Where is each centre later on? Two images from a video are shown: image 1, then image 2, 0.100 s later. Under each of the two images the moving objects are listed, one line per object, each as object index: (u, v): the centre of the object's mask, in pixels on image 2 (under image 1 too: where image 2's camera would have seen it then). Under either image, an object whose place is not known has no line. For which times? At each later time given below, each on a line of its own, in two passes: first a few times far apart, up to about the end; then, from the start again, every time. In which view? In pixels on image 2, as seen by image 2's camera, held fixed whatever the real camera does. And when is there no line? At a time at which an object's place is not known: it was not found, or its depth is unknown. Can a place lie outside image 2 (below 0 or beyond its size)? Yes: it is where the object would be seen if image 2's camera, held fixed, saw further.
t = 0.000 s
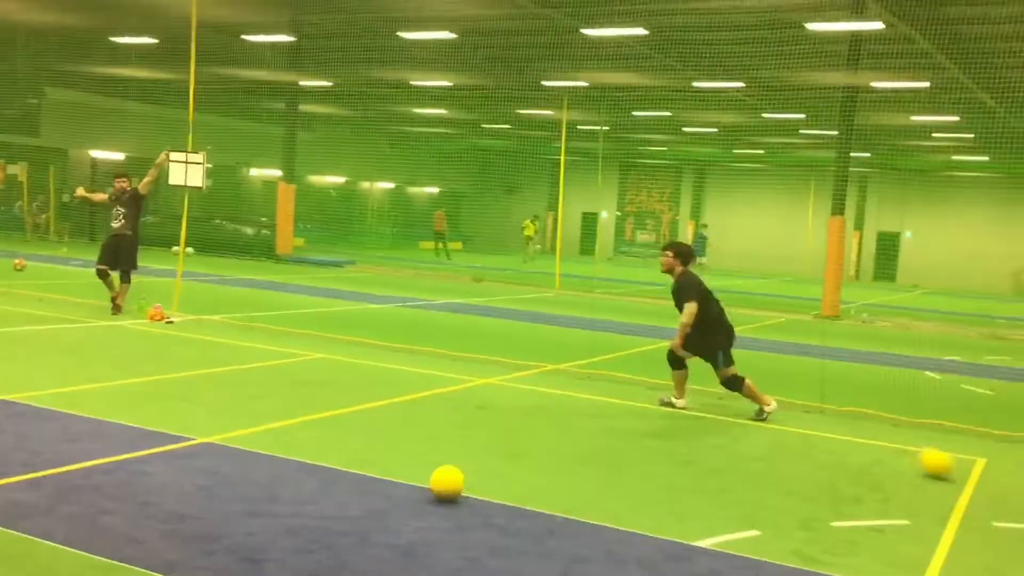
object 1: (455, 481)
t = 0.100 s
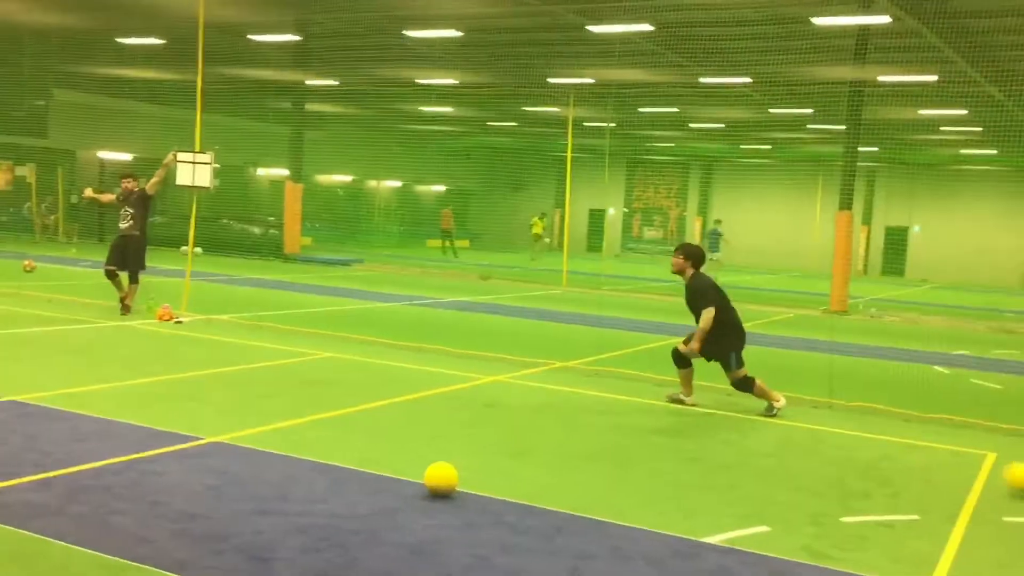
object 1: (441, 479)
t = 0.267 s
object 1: (417, 477)
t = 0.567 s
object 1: (374, 470)
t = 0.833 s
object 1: (340, 466)
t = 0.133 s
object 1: (436, 479)
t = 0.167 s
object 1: (431, 478)
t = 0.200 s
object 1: (427, 478)
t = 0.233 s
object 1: (421, 477)
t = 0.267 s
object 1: (417, 477)
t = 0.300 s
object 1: (412, 476)
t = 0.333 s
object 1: (407, 475)
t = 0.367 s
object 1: (403, 474)
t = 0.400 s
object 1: (398, 473)
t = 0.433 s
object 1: (392, 473)
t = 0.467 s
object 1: (388, 472)
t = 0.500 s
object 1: (383, 472)
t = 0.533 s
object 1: (379, 471)
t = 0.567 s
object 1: (374, 470)
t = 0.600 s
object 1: (369, 470)
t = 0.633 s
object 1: (365, 470)
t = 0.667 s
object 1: (361, 469)
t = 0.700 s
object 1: (356, 468)
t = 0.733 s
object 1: (352, 468)
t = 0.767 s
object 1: (348, 467)
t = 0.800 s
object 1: (344, 467)
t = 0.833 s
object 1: (340, 466)
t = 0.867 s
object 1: (336, 465)
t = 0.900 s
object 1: (332, 465)
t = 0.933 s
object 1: (327, 464)
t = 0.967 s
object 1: (324, 464)
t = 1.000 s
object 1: (320, 463)
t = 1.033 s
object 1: (316, 463)
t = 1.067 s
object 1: (313, 462)
